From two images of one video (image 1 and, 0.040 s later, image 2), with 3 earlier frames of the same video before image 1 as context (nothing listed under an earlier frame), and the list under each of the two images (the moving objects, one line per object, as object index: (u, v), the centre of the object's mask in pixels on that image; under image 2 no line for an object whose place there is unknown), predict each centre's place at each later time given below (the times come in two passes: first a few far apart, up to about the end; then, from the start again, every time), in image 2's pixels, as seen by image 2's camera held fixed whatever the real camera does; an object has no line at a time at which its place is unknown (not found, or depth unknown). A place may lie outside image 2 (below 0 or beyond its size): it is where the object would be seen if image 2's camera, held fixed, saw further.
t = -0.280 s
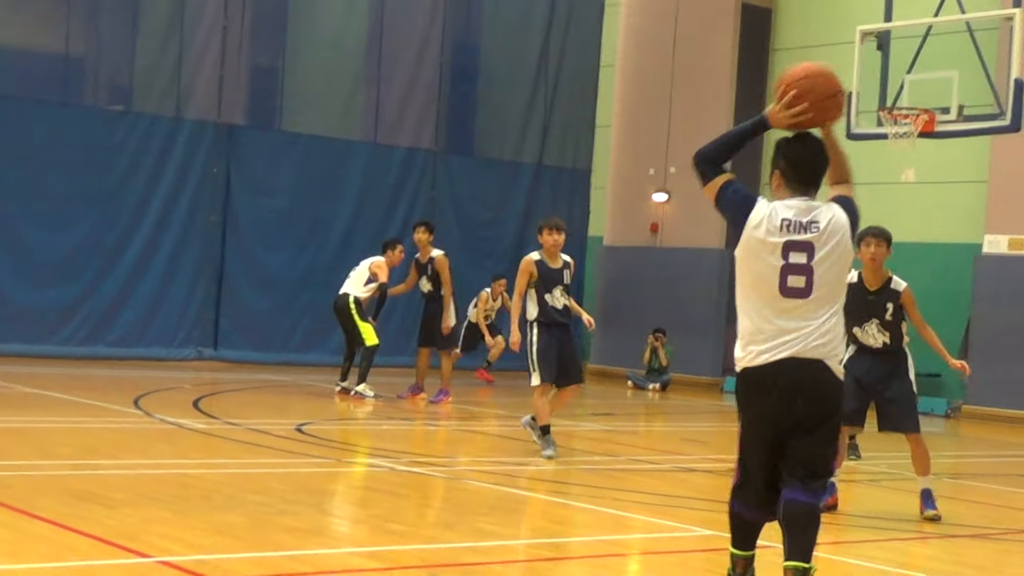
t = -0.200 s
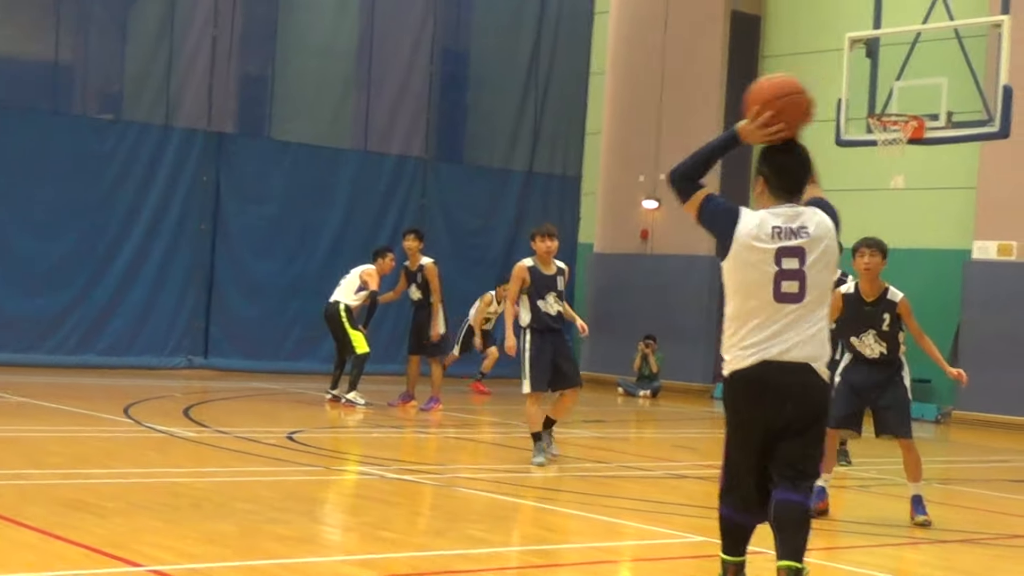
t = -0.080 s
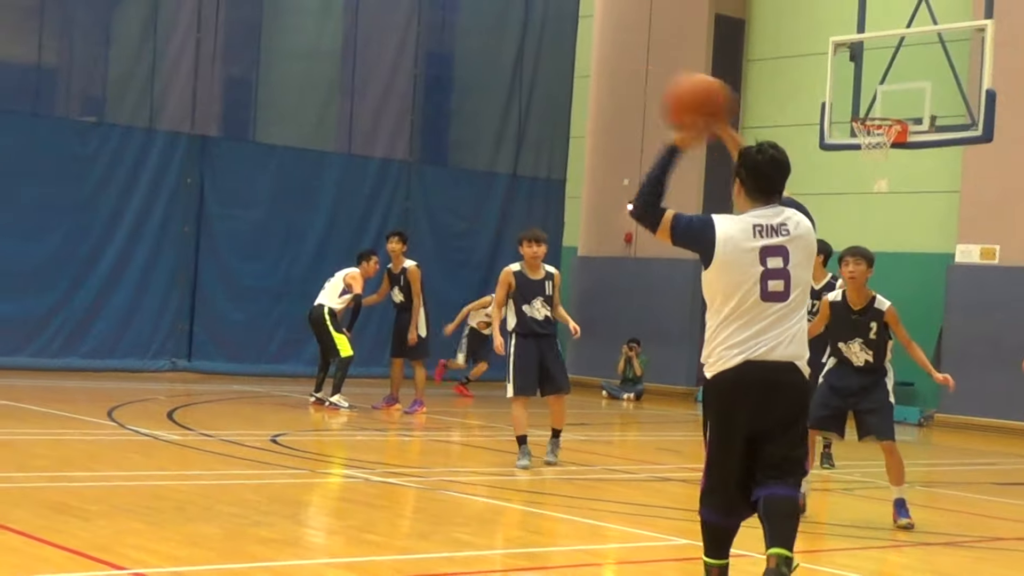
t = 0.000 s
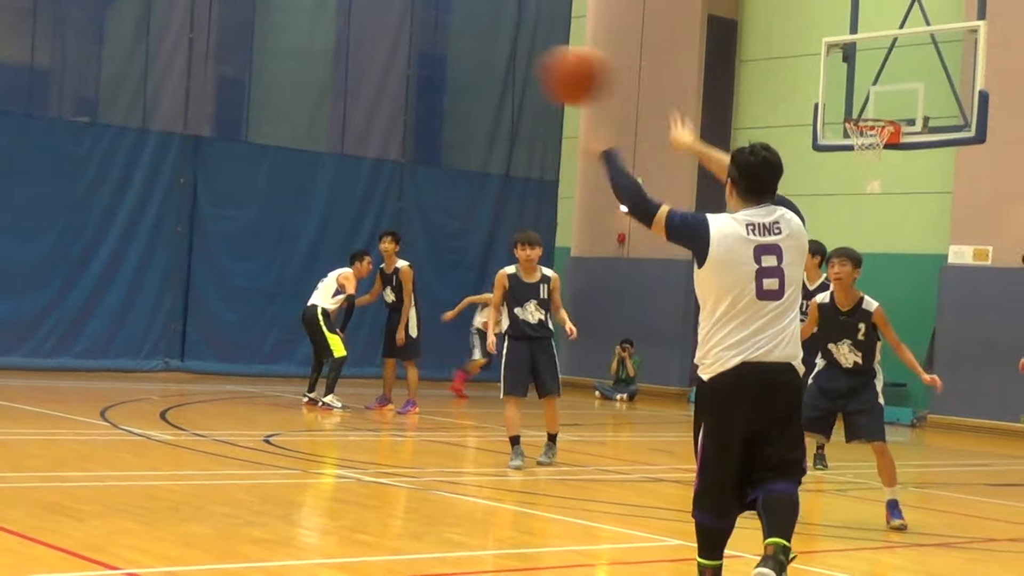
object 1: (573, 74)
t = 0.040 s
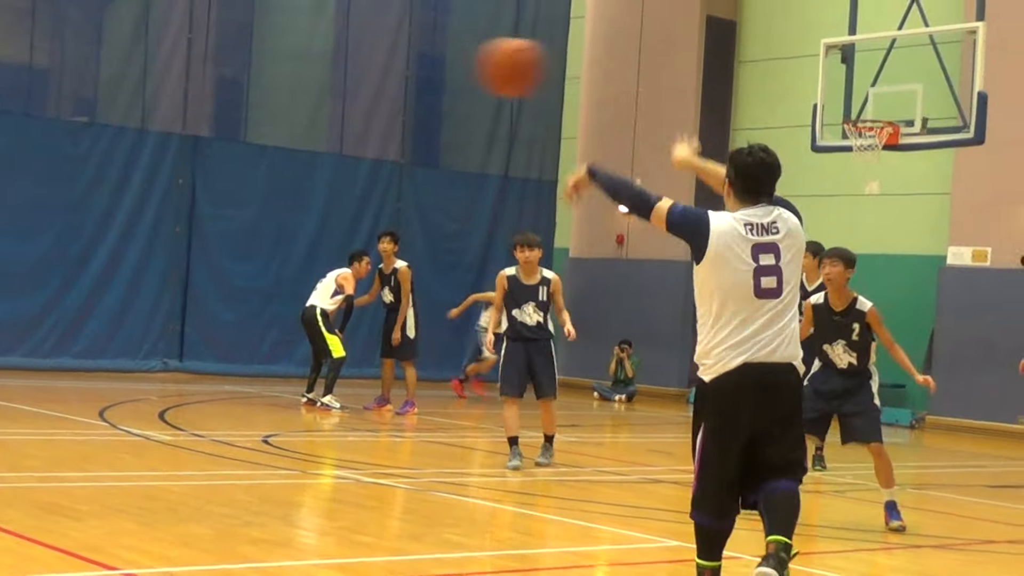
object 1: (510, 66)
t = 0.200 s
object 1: (288, 67)
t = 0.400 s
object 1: (64, 135)
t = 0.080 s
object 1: (450, 61)
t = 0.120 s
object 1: (394, 59)
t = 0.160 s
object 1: (339, 61)
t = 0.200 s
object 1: (288, 67)
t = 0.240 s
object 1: (240, 76)
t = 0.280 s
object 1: (194, 87)
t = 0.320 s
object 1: (148, 100)
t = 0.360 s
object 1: (106, 116)
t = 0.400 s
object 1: (64, 135)
